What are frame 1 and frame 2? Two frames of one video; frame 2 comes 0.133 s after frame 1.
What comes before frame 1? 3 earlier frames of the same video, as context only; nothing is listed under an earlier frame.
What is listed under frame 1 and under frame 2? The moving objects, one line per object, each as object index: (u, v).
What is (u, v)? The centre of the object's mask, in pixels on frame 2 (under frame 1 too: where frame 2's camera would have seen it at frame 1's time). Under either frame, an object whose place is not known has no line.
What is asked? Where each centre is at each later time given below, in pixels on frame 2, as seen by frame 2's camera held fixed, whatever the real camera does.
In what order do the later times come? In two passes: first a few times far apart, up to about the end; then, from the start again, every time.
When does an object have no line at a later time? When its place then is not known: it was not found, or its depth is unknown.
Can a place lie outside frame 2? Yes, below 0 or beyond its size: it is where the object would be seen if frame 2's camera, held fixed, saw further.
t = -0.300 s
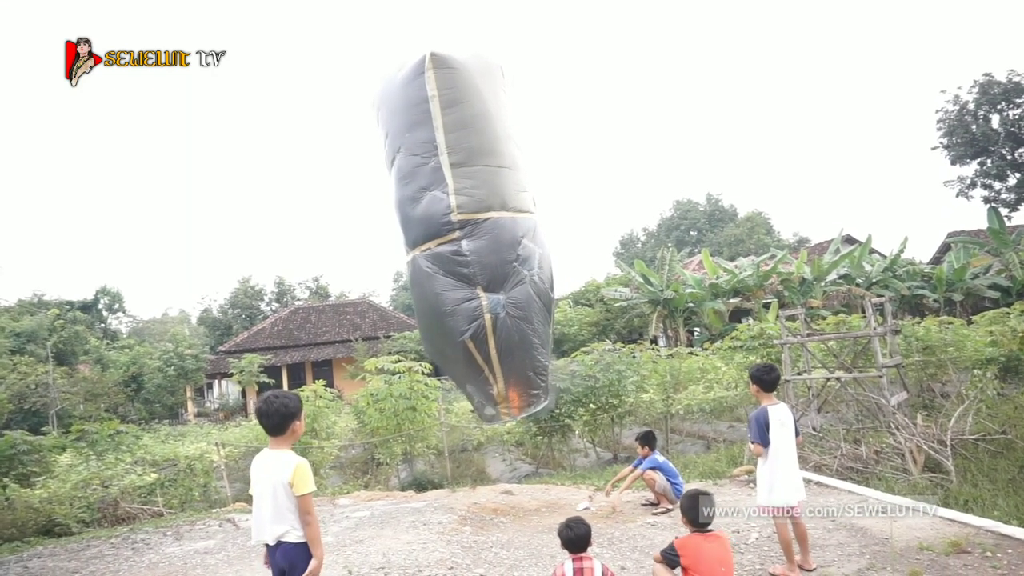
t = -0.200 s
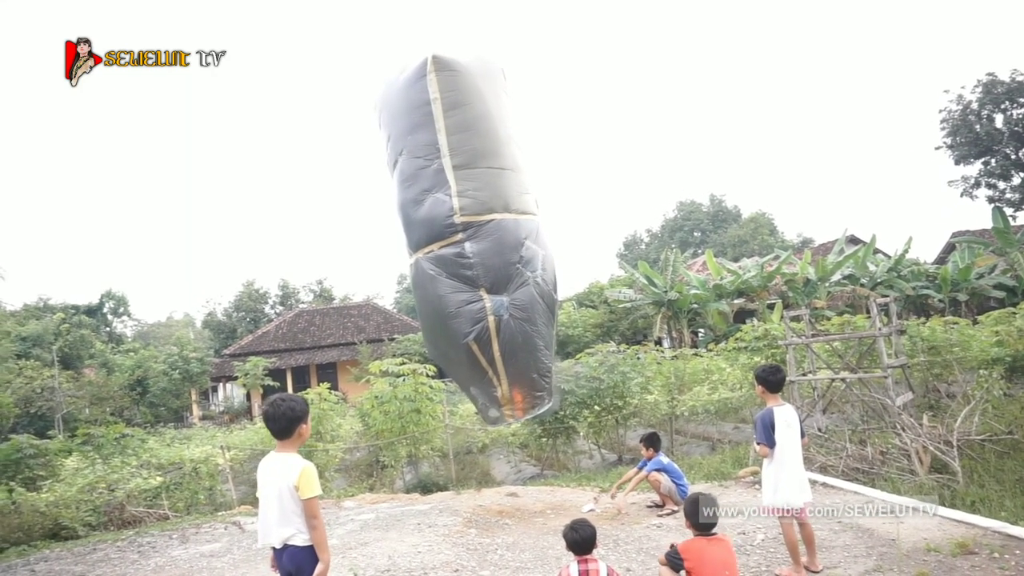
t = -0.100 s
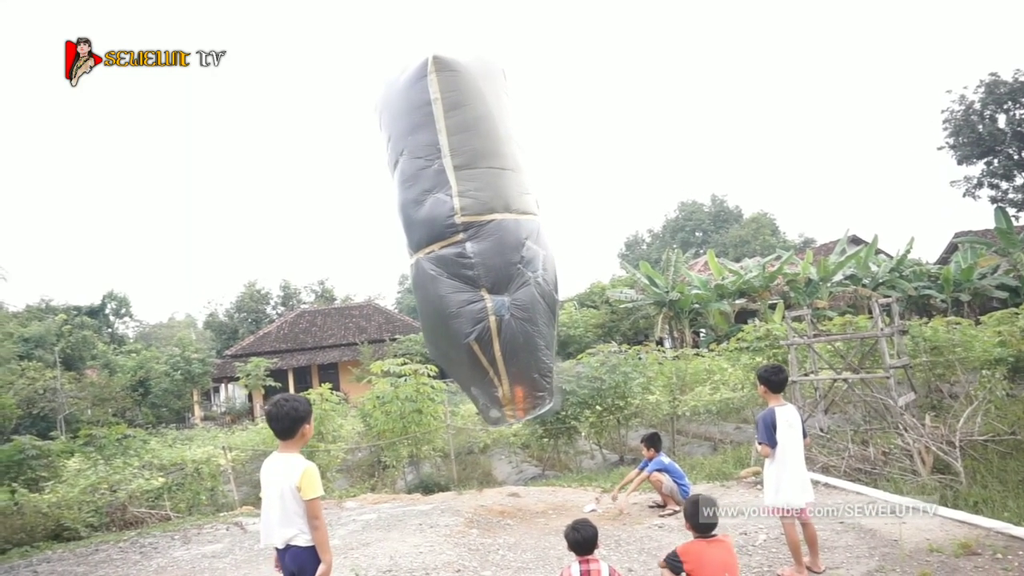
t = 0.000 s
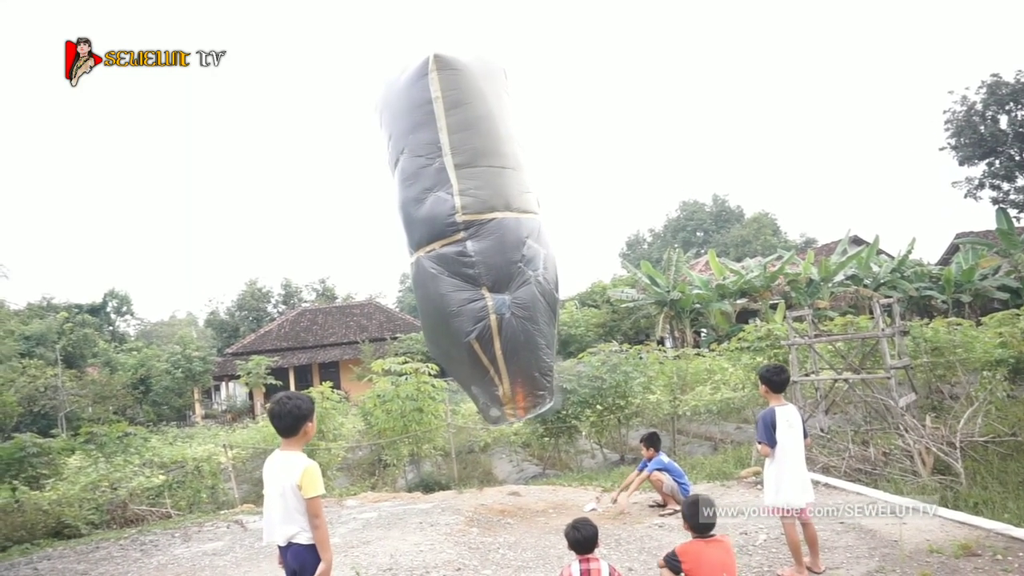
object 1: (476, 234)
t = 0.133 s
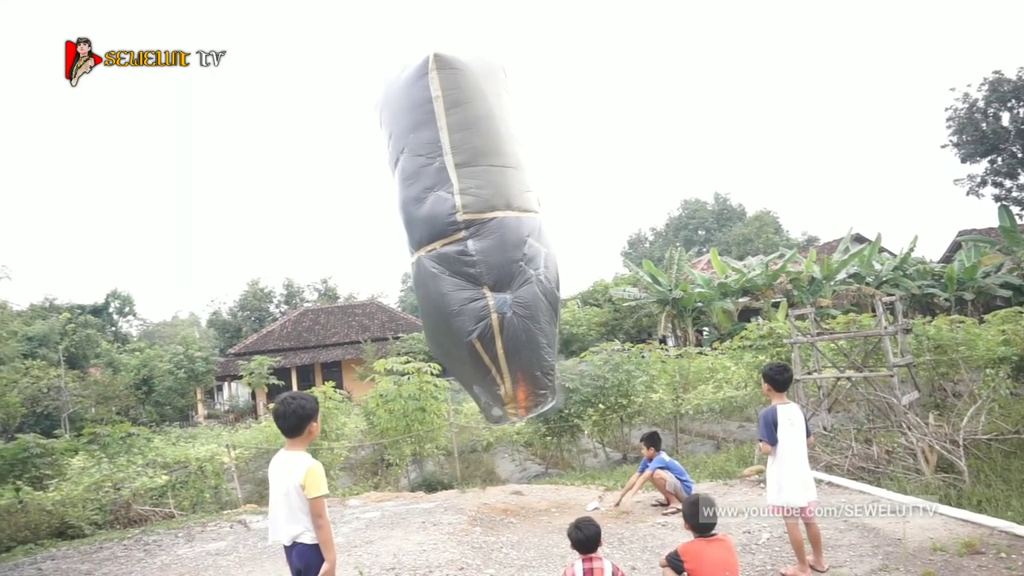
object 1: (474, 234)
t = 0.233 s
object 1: (474, 234)
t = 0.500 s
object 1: (472, 235)
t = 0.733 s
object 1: (470, 234)
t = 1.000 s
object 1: (466, 233)
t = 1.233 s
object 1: (464, 234)
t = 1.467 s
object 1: (461, 234)
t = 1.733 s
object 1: (457, 232)
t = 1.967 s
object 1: (453, 232)
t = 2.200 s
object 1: (449, 231)
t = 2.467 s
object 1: (444, 228)
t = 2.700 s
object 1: (440, 225)
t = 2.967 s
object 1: (435, 223)
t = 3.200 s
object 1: (430, 220)
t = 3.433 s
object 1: (426, 218)
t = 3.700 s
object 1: (419, 215)
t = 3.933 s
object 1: (415, 214)
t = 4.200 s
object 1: (408, 214)
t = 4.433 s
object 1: (404, 216)
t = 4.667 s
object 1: (399, 218)
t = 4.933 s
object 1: (393, 222)
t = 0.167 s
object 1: (474, 234)
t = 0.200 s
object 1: (474, 234)
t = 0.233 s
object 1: (474, 234)
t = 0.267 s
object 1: (474, 234)
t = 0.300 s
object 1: (473, 234)
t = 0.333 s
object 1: (473, 234)
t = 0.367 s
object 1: (473, 234)
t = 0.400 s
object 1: (472, 234)
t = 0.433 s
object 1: (472, 234)
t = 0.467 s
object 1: (472, 235)
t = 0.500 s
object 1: (472, 235)
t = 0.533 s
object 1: (471, 235)
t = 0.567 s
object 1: (471, 235)
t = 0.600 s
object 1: (471, 235)
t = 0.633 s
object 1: (470, 235)
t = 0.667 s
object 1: (470, 234)
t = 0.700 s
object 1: (470, 234)
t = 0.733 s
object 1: (470, 234)
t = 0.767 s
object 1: (469, 234)
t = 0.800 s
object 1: (468, 234)
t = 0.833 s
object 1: (468, 234)
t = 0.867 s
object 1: (468, 234)
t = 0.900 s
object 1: (468, 234)
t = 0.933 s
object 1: (467, 233)
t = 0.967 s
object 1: (466, 233)
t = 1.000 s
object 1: (466, 233)
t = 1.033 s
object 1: (465, 234)
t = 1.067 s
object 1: (465, 234)
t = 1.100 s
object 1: (465, 234)
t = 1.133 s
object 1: (464, 234)
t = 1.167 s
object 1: (464, 234)
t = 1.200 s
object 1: (464, 234)
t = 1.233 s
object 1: (464, 234)
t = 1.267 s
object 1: (463, 235)
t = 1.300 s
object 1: (463, 235)
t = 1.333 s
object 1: (462, 235)
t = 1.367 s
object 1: (462, 235)
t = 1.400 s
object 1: (462, 234)
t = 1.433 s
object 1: (461, 236)
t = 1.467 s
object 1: (461, 234)
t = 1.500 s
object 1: (460, 235)
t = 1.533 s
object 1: (460, 234)
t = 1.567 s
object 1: (459, 235)
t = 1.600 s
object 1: (459, 234)
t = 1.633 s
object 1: (458, 233)
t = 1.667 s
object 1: (458, 233)
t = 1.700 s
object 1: (457, 233)
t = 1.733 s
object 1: (457, 232)
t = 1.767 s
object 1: (456, 232)
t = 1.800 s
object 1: (456, 232)
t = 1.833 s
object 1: (455, 232)
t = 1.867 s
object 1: (455, 232)
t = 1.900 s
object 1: (454, 232)
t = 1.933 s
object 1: (454, 232)
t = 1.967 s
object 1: (453, 232)
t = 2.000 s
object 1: (452, 232)
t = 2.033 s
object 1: (452, 232)
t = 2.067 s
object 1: (452, 231)
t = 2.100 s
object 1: (451, 231)
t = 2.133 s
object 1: (450, 231)
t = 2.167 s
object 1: (450, 231)
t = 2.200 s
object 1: (449, 231)
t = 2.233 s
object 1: (448, 230)
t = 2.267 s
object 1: (447, 230)
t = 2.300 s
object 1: (446, 229)
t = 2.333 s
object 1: (446, 229)
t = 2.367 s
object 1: (446, 229)
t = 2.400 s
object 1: (445, 228)
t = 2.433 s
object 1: (445, 228)
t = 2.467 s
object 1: (444, 228)
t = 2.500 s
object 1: (443, 228)
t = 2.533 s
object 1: (444, 227)
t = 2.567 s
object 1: (442, 227)
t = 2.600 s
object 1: (442, 226)
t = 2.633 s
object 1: (441, 226)
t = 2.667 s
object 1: (442, 226)
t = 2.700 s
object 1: (440, 225)
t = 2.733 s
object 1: (440, 225)
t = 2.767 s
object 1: (439, 225)
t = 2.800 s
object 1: (438, 224)
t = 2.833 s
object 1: (438, 224)
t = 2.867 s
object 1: (437, 224)
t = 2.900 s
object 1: (436, 224)
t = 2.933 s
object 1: (435, 223)
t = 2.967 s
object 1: (435, 223)
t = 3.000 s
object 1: (434, 223)
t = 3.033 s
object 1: (433, 222)
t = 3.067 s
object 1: (433, 222)
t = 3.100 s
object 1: (432, 221)
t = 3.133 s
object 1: (431, 221)
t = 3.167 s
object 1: (431, 221)
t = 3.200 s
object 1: (430, 220)
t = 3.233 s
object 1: (429, 220)
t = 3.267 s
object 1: (429, 219)
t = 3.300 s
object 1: (428, 219)
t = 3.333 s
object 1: (427, 219)
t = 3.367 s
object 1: (427, 219)
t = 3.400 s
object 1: (426, 218)
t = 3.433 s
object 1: (426, 218)
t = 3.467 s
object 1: (425, 217)
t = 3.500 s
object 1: (424, 217)
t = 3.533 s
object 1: (423, 216)
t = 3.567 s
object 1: (423, 216)
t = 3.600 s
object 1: (422, 216)
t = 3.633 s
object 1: (421, 215)
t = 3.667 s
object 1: (420, 215)
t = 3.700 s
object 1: (419, 215)
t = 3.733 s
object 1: (418, 214)
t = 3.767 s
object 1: (418, 214)
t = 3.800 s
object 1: (417, 214)
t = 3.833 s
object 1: (416, 214)
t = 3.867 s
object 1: (416, 214)
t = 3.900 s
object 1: (416, 214)
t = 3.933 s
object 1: (415, 214)
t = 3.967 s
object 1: (414, 214)
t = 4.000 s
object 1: (413, 214)
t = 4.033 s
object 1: (413, 214)
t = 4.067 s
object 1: (412, 213)
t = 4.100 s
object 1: (411, 215)
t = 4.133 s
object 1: (410, 214)
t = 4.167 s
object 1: (409, 214)
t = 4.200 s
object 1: (408, 214)
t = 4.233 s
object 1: (408, 214)
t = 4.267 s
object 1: (407, 214)
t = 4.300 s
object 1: (406, 216)
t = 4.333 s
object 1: (406, 215)
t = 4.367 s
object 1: (405, 216)
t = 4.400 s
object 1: (405, 216)
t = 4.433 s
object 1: (404, 216)
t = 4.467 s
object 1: (402, 216)
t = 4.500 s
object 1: (402, 216)
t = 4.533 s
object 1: (401, 216)
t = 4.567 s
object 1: (400, 217)
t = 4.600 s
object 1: (400, 217)
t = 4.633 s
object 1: (400, 218)
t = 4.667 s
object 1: (399, 218)
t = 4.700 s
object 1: (398, 218)
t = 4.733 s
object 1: (397, 218)
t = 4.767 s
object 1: (396, 218)
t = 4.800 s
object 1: (394, 218)
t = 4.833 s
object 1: (393, 218)
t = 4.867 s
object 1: (393, 219)
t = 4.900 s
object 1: (393, 222)
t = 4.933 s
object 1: (393, 222)
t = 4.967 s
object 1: (393, 223)
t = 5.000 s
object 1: (393, 224)
